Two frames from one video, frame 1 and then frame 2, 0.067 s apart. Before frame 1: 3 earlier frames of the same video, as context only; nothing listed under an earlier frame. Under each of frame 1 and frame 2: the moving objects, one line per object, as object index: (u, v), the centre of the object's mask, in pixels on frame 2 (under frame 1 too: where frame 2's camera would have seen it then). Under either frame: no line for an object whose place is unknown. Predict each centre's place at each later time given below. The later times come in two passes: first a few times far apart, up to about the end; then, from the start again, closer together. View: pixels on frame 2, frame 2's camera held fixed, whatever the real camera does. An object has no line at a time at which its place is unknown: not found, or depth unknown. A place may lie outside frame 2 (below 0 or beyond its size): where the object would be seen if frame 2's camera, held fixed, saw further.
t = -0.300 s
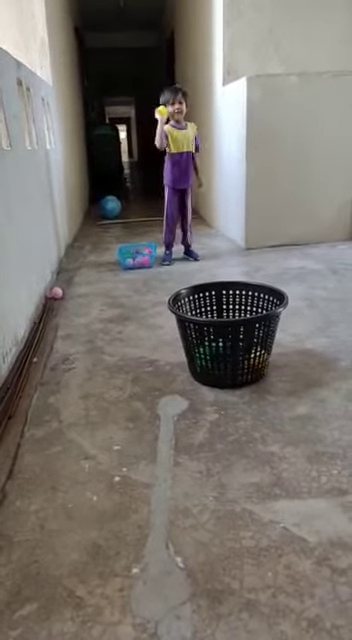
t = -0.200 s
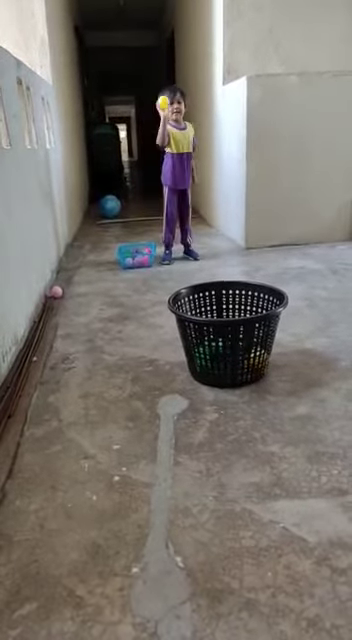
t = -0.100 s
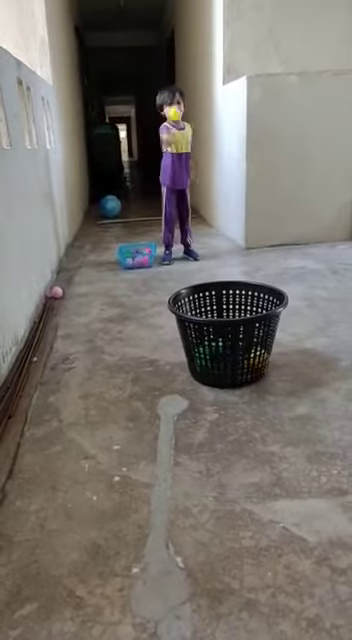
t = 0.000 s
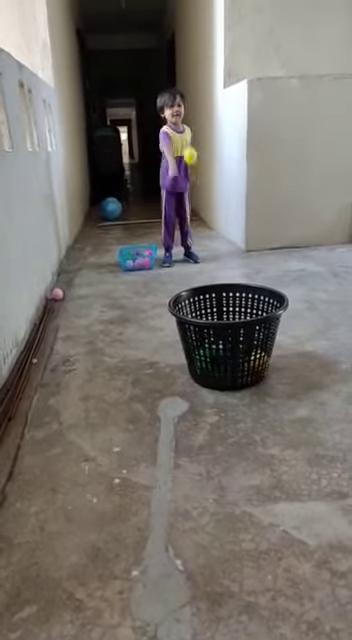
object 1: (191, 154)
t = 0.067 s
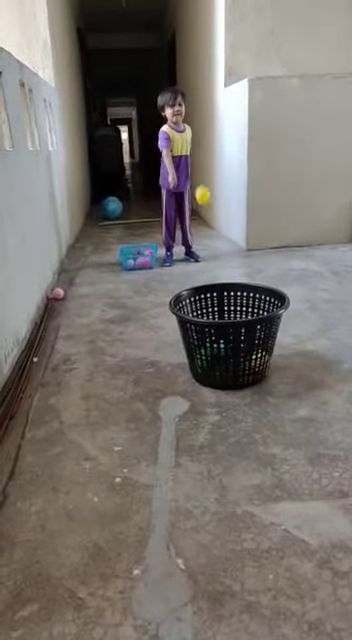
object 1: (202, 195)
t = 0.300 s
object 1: (222, 280)
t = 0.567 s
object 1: (220, 266)
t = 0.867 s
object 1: (216, 257)
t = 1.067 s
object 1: (214, 247)
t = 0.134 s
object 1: (215, 253)
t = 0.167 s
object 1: (221, 276)
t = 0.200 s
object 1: (221, 276)
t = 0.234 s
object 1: (220, 278)
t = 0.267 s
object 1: (220, 280)
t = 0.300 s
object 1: (222, 280)
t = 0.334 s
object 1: (222, 279)
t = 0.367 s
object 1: (222, 280)
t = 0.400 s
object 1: (219, 278)
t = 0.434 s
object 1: (219, 274)
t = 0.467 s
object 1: (218, 268)
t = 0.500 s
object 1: (219, 266)
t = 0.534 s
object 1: (219, 266)
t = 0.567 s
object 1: (220, 266)
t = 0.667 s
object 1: (218, 264)
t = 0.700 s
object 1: (218, 258)
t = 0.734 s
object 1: (217, 256)
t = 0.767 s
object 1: (217, 256)
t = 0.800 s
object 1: (216, 255)
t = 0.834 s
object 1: (217, 256)
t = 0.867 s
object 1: (216, 257)
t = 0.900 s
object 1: (215, 253)
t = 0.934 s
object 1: (215, 250)
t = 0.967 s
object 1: (215, 248)
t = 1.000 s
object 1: (215, 249)
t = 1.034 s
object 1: (215, 249)
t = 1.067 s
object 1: (214, 247)
